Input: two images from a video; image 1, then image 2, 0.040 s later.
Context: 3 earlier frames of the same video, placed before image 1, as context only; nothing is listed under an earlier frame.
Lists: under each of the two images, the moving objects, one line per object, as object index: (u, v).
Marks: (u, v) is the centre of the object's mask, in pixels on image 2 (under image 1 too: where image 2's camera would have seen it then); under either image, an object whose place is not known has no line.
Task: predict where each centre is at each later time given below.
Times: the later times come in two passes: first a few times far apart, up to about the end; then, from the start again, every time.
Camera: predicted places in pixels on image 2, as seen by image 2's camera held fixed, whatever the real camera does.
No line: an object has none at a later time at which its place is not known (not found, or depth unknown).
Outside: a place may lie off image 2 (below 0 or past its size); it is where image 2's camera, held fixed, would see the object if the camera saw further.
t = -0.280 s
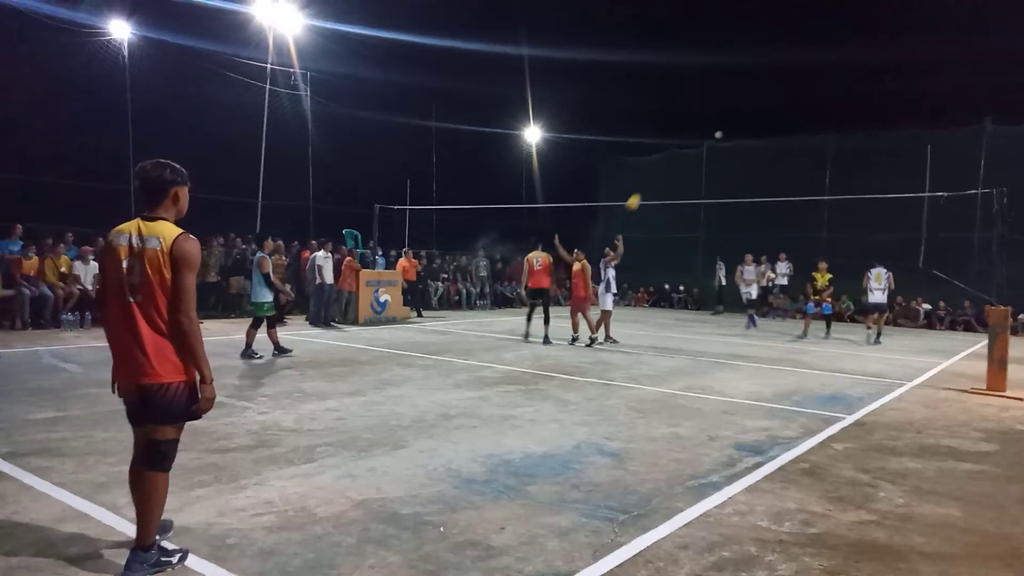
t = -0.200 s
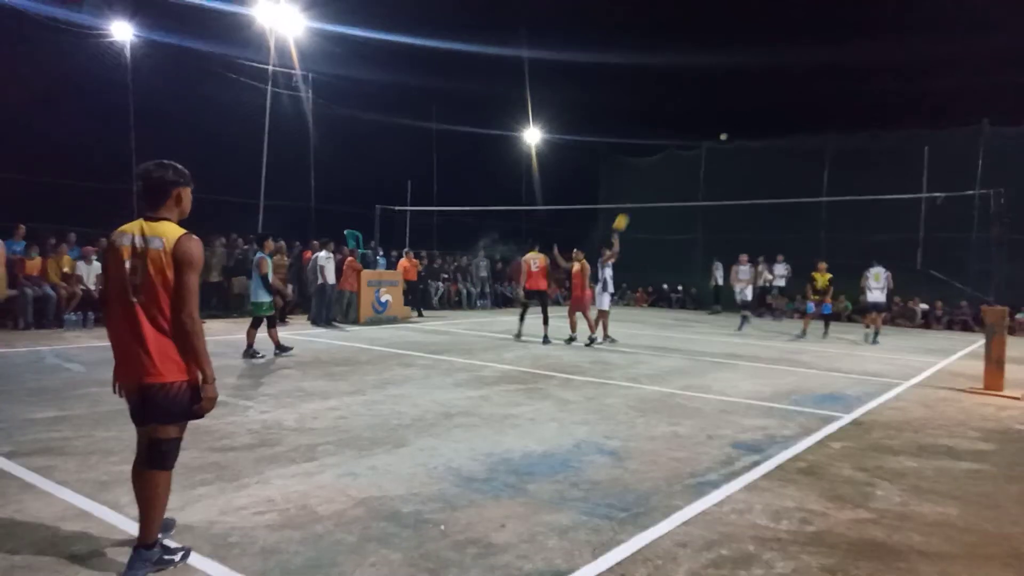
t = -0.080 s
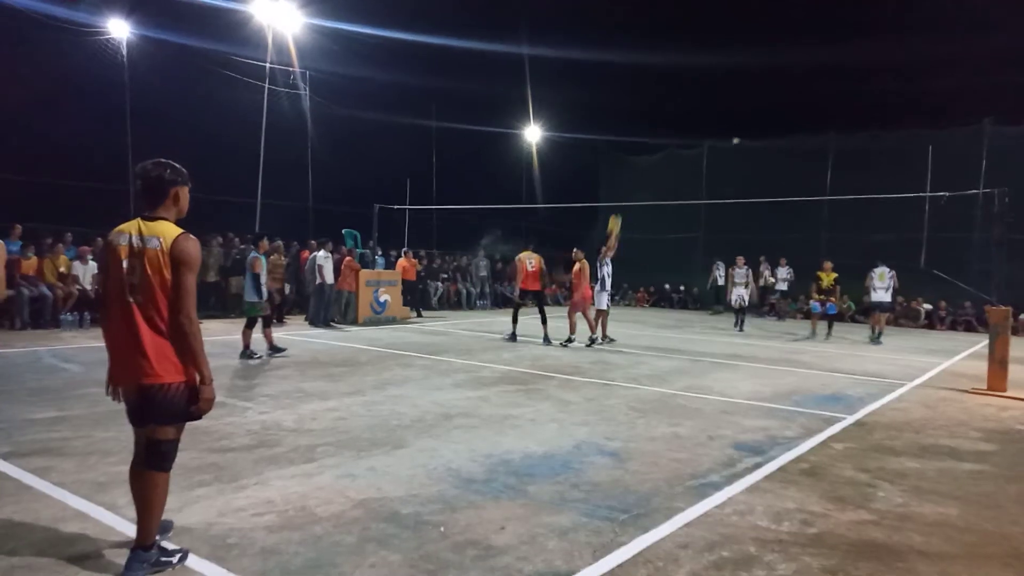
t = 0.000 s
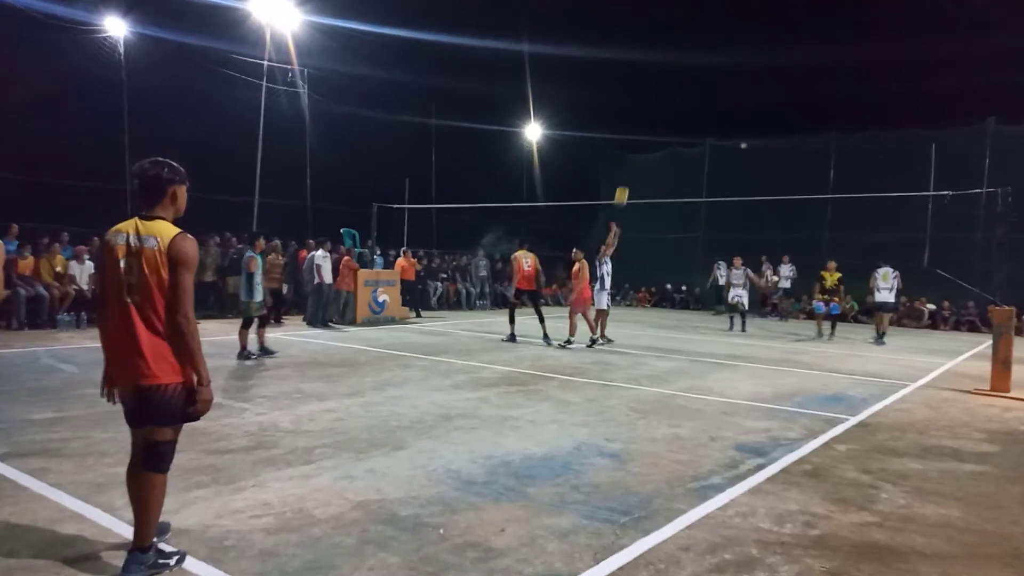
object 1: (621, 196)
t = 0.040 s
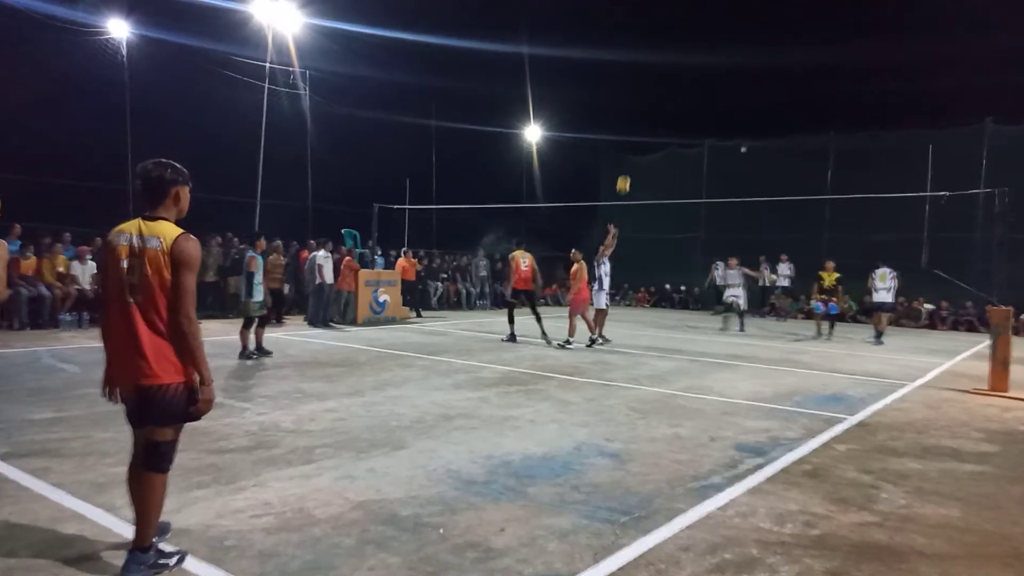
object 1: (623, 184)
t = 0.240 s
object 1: (637, 139)
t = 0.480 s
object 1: (652, 116)
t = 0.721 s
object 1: (666, 125)
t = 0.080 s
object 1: (626, 173)
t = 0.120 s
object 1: (628, 163)
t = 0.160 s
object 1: (631, 154)
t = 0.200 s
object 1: (634, 146)
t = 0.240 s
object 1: (637, 139)
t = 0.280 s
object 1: (640, 133)
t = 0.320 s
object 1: (642, 128)
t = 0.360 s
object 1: (645, 123)
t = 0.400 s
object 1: (647, 120)
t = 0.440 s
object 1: (650, 117)
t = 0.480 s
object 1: (652, 116)
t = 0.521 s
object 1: (655, 115)
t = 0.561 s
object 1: (657, 115)
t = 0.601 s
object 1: (659, 116)
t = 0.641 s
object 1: (661, 118)
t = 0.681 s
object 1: (664, 121)
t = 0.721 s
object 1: (666, 125)
